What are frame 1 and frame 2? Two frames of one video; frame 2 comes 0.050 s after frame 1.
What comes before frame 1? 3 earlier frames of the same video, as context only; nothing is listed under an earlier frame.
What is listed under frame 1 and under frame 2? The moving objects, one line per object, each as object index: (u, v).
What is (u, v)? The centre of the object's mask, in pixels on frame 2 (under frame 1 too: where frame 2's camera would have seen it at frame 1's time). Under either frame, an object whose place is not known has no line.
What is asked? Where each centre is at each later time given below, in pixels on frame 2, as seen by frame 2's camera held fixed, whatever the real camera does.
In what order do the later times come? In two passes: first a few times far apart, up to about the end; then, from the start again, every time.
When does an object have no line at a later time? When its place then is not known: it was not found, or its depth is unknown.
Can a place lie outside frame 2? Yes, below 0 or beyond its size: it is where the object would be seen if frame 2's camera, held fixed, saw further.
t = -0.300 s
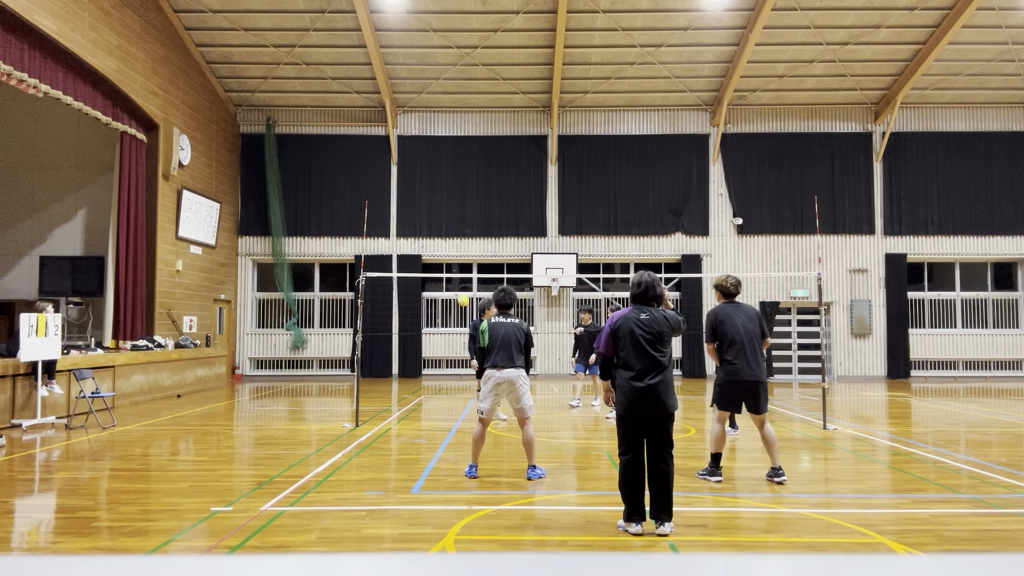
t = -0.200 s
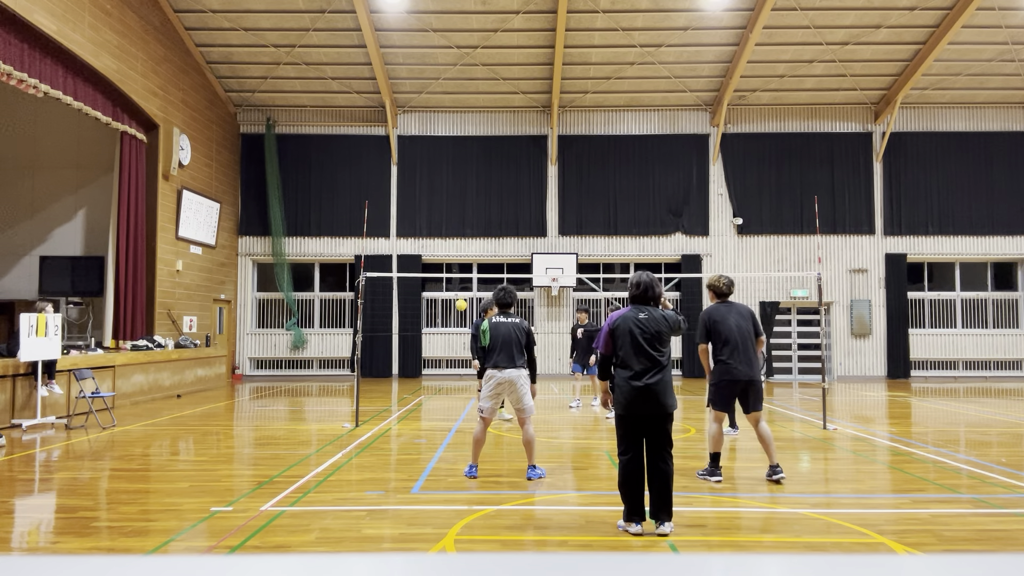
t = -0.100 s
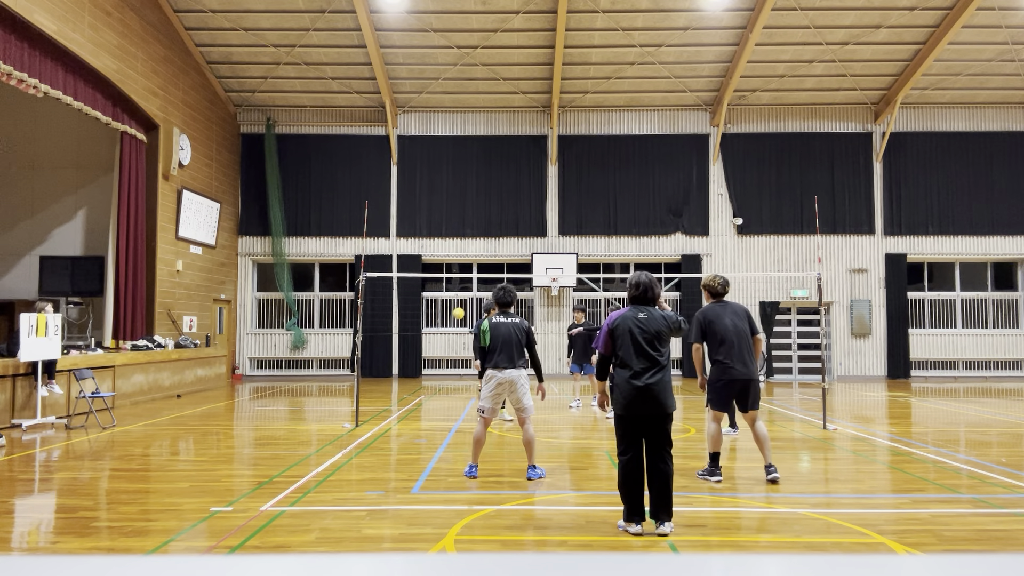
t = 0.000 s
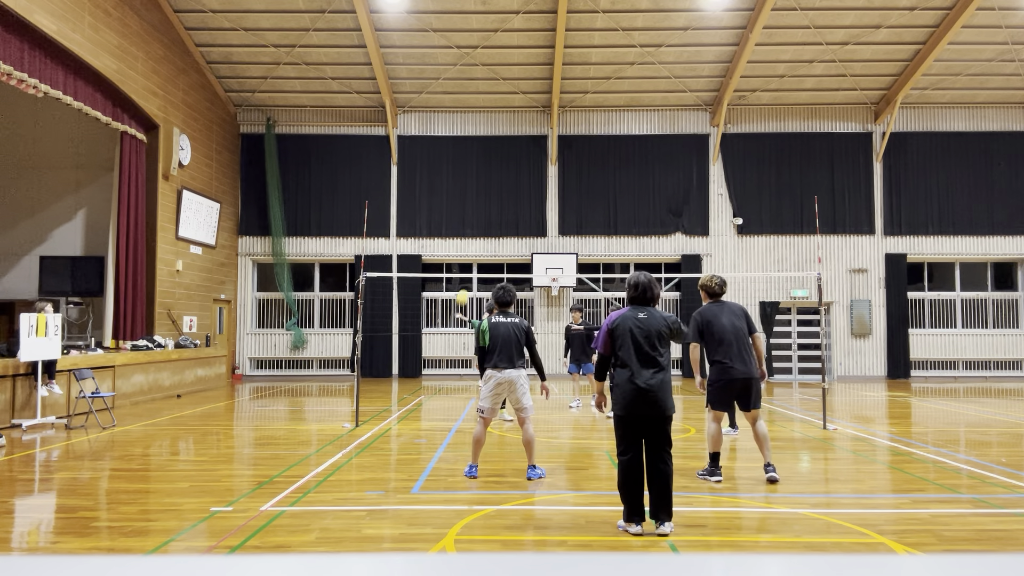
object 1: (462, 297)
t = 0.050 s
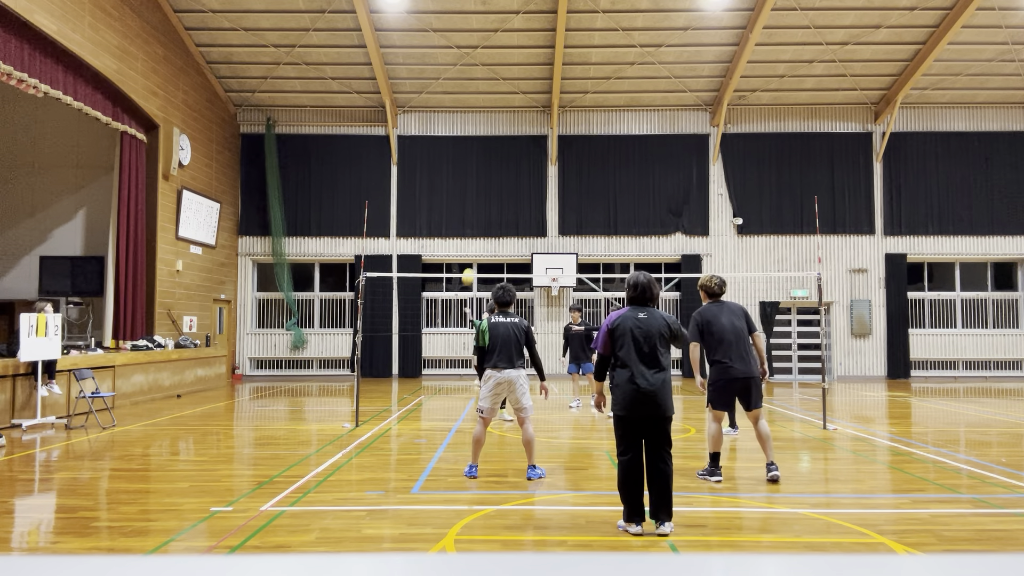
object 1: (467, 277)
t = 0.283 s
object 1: (497, 186)
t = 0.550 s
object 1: (533, 107)
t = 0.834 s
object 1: (577, 61)
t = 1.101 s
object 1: (626, 60)
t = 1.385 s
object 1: (687, 115)
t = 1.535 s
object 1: (725, 173)
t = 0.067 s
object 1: (470, 268)
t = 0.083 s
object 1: (471, 263)
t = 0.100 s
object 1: (473, 256)
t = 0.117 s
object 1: (475, 249)
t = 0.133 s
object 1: (477, 241)
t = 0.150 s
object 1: (480, 235)
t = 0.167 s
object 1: (482, 229)
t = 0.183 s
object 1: (484, 223)
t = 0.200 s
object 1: (486, 217)
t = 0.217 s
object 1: (488, 211)
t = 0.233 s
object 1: (490, 205)
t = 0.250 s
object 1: (492, 198)
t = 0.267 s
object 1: (495, 192)
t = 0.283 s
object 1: (497, 186)
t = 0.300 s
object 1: (499, 180)
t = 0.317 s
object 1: (501, 175)
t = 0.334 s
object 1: (503, 169)
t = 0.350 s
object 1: (505, 163)
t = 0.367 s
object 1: (507, 158)
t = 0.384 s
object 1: (510, 153)
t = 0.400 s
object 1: (512, 147)
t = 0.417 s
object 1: (514, 142)
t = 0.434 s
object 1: (516, 138)
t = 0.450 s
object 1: (518, 133)
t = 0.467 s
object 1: (521, 128)
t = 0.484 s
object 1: (523, 124)
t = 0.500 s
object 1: (525, 119)
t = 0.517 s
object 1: (528, 115)
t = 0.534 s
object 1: (531, 111)
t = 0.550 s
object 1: (533, 107)
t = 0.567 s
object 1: (535, 103)
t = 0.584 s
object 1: (538, 99)
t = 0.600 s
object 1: (540, 96)
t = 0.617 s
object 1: (543, 93)
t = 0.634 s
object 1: (546, 89)
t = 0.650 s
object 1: (548, 86)
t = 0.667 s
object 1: (551, 83)
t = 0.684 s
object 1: (553, 80)
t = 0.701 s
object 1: (556, 77)
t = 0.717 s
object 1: (558, 75)
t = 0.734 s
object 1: (561, 72)
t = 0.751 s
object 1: (563, 70)
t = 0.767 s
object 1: (566, 68)
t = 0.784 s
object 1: (569, 66)
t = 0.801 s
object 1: (572, 64)
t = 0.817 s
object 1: (575, 62)
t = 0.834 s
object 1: (577, 61)
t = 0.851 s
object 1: (580, 59)
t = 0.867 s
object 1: (583, 58)
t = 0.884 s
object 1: (586, 57)
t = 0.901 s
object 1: (589, 56)
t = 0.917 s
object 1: (592, 56)
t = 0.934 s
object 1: (595, 55)
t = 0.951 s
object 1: (598, 55)
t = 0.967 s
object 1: (601, 55)
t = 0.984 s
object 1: (604, 55)
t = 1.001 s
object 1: (607, 55)
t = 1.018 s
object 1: (610, 55)
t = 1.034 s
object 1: (613, 56)
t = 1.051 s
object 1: (616, 56)
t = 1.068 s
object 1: (620, 57)
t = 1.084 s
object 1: (623, 58)
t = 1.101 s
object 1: (626, 60)
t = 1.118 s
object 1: (630, 61)
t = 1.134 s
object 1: (633, 63)
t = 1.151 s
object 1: (636, 65)
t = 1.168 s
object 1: (640, 67)
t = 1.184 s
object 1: (643, 69)
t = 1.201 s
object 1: (647, 72)
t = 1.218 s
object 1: (650, 74)
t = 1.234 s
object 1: (654, 77)
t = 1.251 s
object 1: (658, 81)
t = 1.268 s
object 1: (661, 84)
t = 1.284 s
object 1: (665, 87)
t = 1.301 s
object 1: (668, 92)
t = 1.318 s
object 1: (672, 96)
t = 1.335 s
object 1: (676, 100)
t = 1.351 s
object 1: (679, 105)
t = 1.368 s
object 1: (683, 110)
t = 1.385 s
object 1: (687, 115)
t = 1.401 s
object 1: (691, 120)
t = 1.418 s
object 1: (695, 126)
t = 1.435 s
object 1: (698, 132)
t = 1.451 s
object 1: (702, 138)
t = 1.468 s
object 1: (706, 144)
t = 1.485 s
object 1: (711, 151)
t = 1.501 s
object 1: (715, 158)
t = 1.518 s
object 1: (720, 165)
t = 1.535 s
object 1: (725, 173)
